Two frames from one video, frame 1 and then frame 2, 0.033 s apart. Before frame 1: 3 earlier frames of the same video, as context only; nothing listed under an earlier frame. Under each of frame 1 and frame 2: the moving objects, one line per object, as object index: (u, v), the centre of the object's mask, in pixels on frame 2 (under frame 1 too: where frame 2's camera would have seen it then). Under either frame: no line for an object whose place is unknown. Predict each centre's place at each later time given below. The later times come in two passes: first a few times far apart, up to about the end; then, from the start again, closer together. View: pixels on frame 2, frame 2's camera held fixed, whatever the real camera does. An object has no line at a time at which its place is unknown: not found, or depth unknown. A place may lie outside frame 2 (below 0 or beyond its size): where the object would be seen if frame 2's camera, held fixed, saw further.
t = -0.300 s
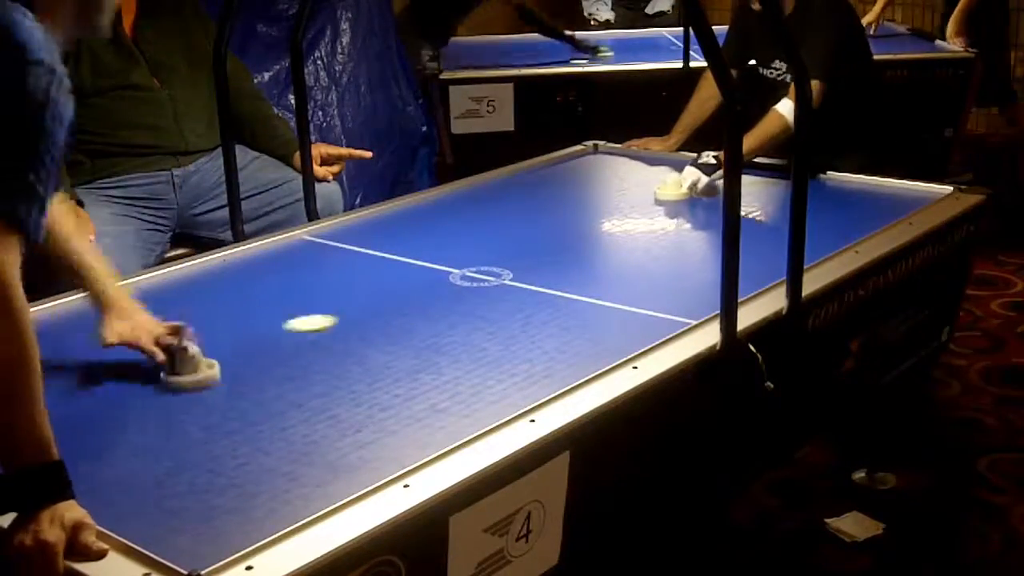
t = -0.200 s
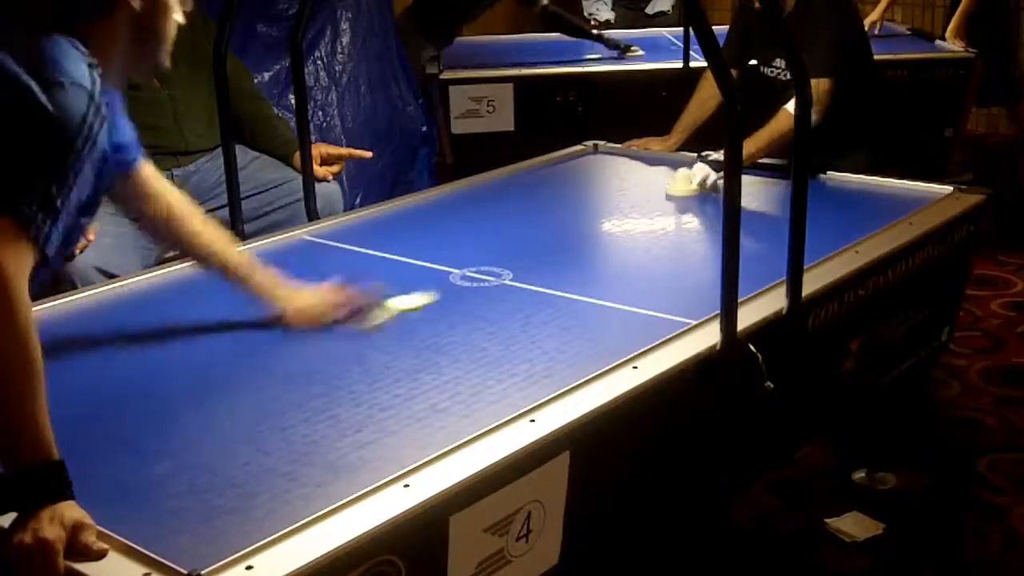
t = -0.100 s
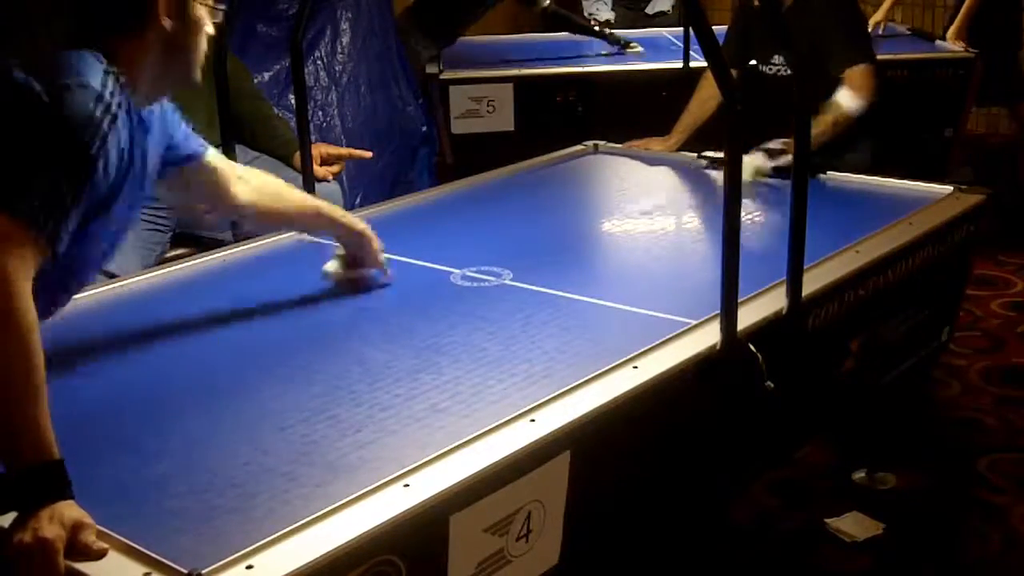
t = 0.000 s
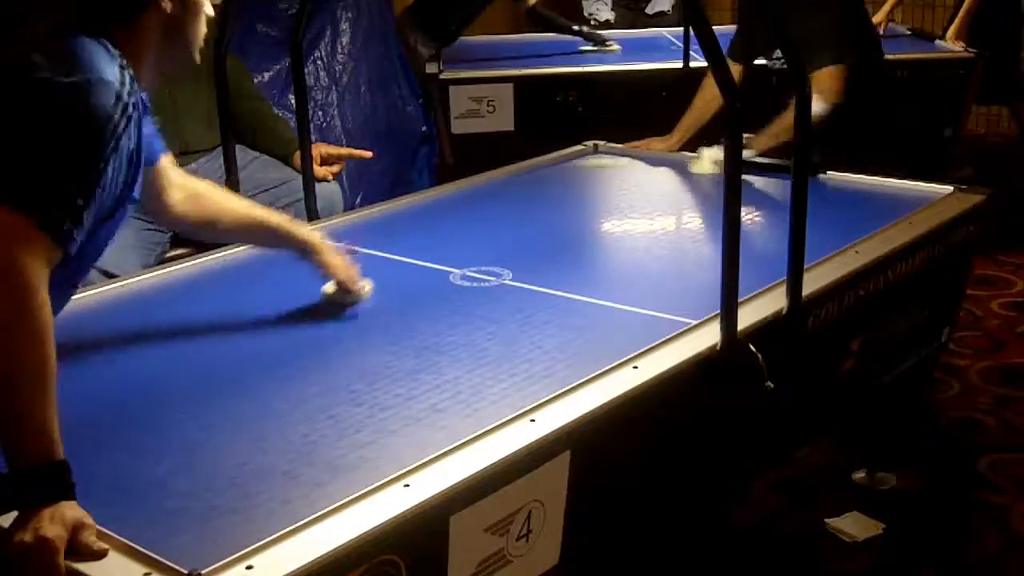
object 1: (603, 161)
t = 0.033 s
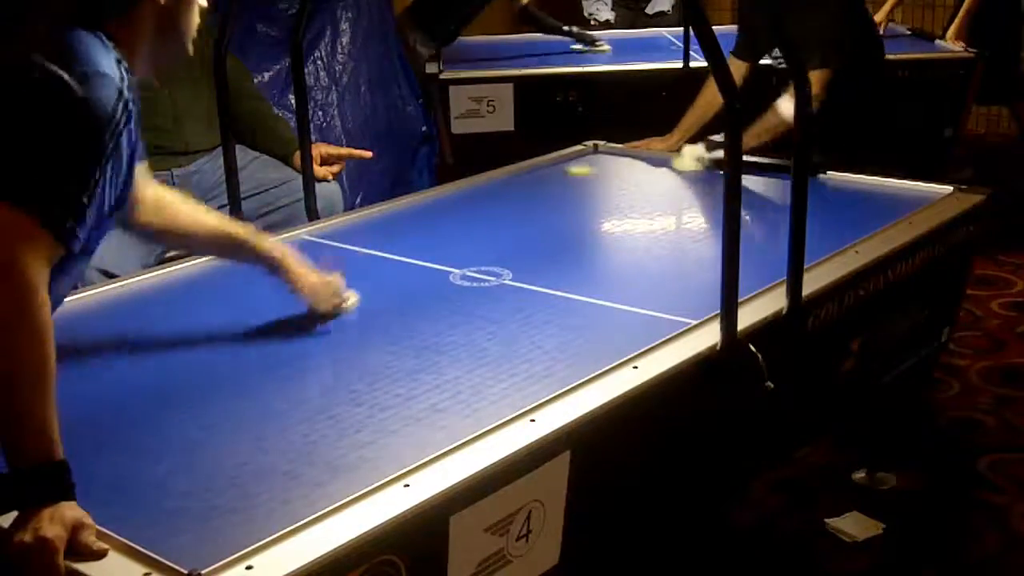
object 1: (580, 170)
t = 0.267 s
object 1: (694, 283)
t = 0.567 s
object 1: (167, 311)
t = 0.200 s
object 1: (710, 254)
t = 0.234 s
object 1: (756, 278)
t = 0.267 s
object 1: (694, 283)
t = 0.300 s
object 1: (621, 283)
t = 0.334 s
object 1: (549, 283)
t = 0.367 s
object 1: (474, 283)
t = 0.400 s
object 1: (404, 284)
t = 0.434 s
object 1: (334, 283)
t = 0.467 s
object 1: (264, 284)
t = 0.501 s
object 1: (197, 283)
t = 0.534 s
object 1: (166, 293)
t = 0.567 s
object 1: (167, 311)
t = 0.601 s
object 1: (168, 331)
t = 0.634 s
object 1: (170, 353)
